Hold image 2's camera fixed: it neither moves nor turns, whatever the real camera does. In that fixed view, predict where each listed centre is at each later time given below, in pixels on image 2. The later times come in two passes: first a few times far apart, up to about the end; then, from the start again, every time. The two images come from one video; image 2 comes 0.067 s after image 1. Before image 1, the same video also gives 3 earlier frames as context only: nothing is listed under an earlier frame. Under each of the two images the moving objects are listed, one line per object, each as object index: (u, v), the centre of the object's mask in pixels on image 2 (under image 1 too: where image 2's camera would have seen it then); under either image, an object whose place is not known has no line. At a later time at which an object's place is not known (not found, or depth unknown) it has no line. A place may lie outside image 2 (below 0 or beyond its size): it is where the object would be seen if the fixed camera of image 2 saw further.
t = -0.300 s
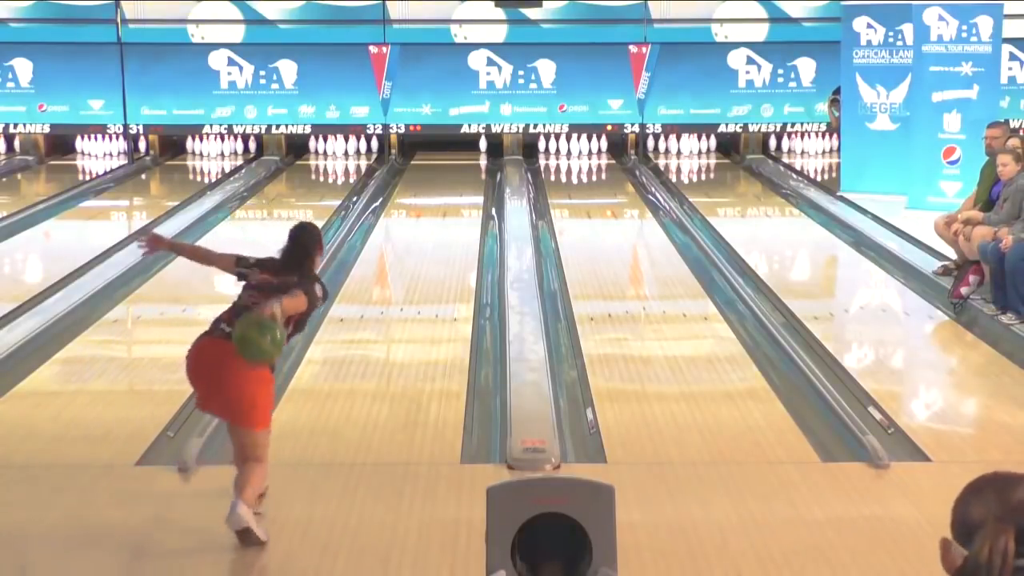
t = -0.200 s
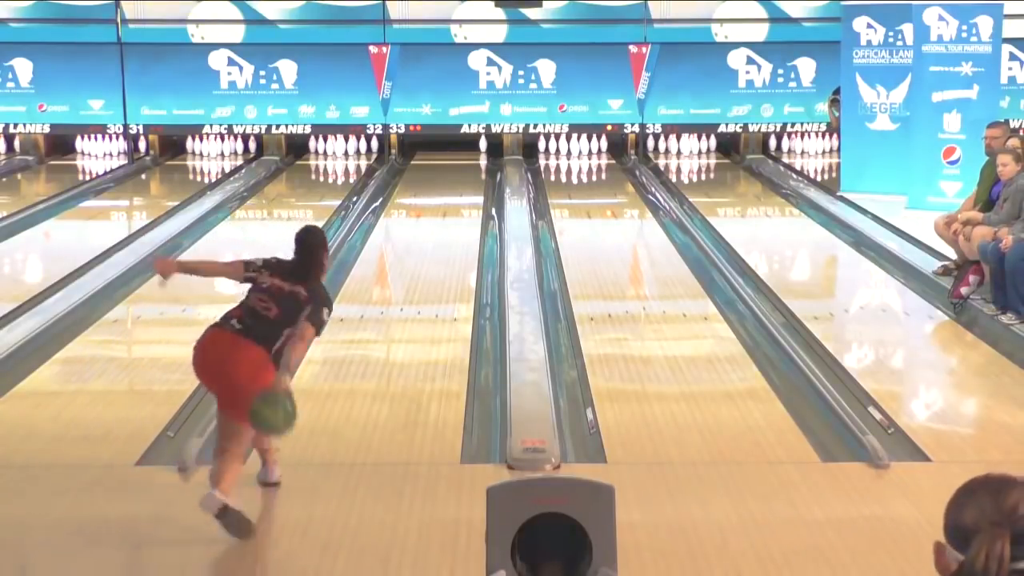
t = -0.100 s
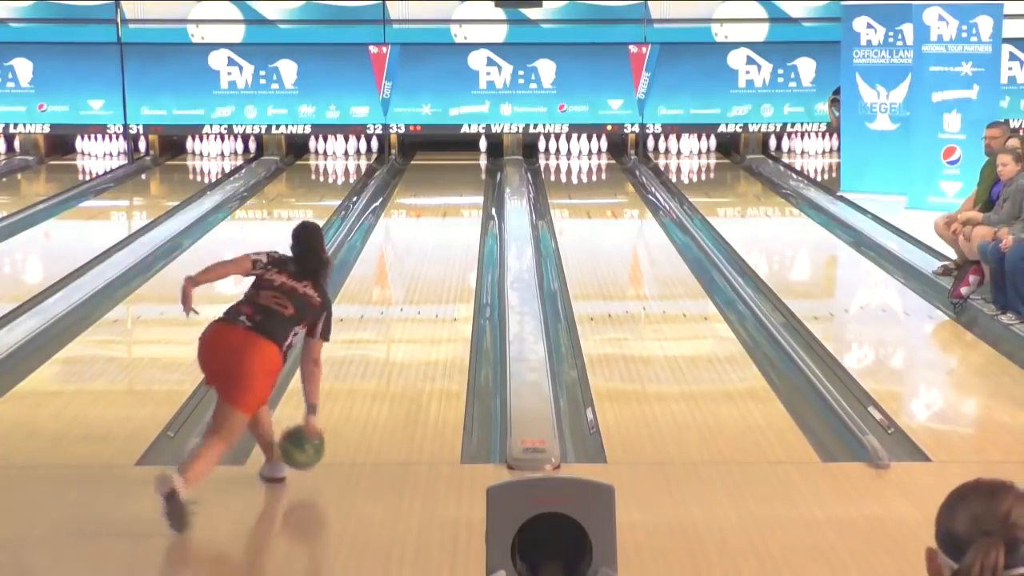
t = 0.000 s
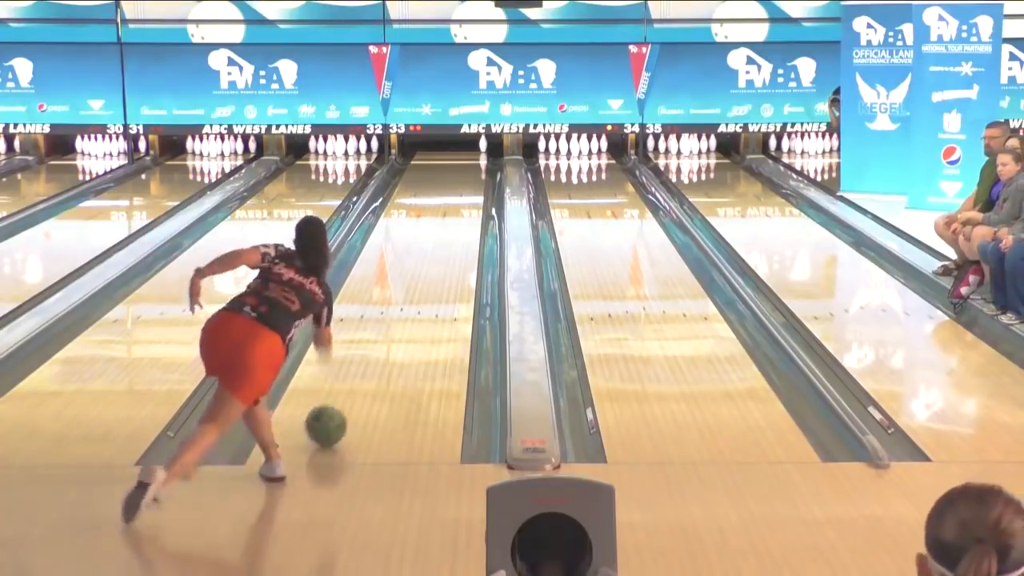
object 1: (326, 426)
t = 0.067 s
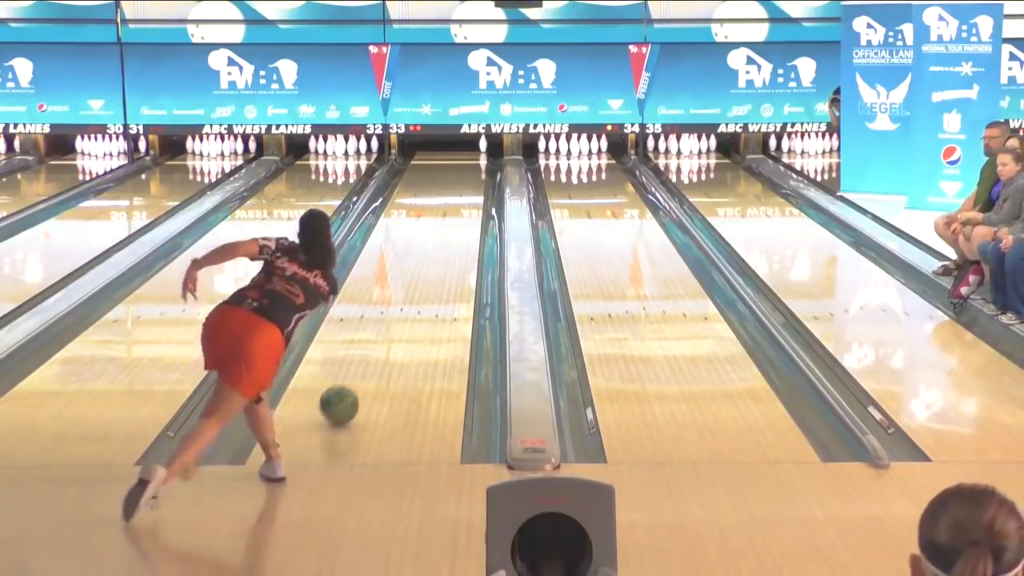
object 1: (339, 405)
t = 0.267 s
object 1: (372, 351)
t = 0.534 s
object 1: (403, 299)
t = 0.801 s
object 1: (426, 260)
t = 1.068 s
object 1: (444, 230)
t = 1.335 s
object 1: (456, 207)
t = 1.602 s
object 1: (467, 188)
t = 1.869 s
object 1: (475, 172)
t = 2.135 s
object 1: (480, 160)
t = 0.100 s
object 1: (345, 394)
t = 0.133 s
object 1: (351, 385)
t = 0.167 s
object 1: (356, 377)
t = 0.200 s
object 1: (362, 368)
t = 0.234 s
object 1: (367, 359)
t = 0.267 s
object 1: (372, 351)
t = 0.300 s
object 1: (376, 344)
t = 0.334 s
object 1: (380, 337)
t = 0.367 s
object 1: (384, 330)
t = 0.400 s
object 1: (388, 323)
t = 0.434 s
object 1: (392, 317)
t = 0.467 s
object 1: (396, 310)
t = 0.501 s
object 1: (399, 304)
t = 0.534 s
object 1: (403, 299)
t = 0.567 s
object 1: (406, 293)
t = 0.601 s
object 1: (409, 288)
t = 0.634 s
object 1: (413, 283)
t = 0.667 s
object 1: (415, 278)
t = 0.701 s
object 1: (418, 274)
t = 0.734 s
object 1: (421, 269)
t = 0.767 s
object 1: (424, 264)
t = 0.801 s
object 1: (426, 260)
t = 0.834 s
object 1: (429, 256)
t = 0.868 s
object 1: (431, 252)
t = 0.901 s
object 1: (433, 248)
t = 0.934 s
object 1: (435, 244)
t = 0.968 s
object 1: (438, 240)
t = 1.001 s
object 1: (440, 237)
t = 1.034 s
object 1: (441, 234)
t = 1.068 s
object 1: (444, 230)
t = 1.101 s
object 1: (445, 227)
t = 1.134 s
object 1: (447, 224)
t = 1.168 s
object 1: (449, 221)
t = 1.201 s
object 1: (450, 218)
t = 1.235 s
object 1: (452, 215)
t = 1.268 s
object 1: (454, 212)
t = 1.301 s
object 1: (455, 210)
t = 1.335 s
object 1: (456, 207)
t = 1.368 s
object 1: (458, 205)
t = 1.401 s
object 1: (460, 202)
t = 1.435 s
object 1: (461, 200)
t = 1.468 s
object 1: (462, 197)
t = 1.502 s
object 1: (465, 194)
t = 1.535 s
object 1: (465, 193)
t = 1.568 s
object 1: (466, 190)
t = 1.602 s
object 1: (467, 188)
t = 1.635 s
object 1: (468, 186)
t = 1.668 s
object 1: (469, 184)
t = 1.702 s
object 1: (471, 183)
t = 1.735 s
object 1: (472, 181)
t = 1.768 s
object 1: (472, 180)
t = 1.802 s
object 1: (474, 177)
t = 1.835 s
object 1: (475, 174)
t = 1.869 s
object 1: (475, 172)
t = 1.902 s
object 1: (476, 171)
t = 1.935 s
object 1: (477, 169)
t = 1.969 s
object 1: (477, 167)
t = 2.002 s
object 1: (478, 166)
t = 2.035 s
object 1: (478, 164)
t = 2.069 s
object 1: (479, 162)
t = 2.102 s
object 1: (480, 161)
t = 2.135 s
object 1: (480, 160)
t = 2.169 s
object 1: (480, 158)
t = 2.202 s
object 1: (481, 157)
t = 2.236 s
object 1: (481, 155)
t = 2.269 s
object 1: (481, 154)
